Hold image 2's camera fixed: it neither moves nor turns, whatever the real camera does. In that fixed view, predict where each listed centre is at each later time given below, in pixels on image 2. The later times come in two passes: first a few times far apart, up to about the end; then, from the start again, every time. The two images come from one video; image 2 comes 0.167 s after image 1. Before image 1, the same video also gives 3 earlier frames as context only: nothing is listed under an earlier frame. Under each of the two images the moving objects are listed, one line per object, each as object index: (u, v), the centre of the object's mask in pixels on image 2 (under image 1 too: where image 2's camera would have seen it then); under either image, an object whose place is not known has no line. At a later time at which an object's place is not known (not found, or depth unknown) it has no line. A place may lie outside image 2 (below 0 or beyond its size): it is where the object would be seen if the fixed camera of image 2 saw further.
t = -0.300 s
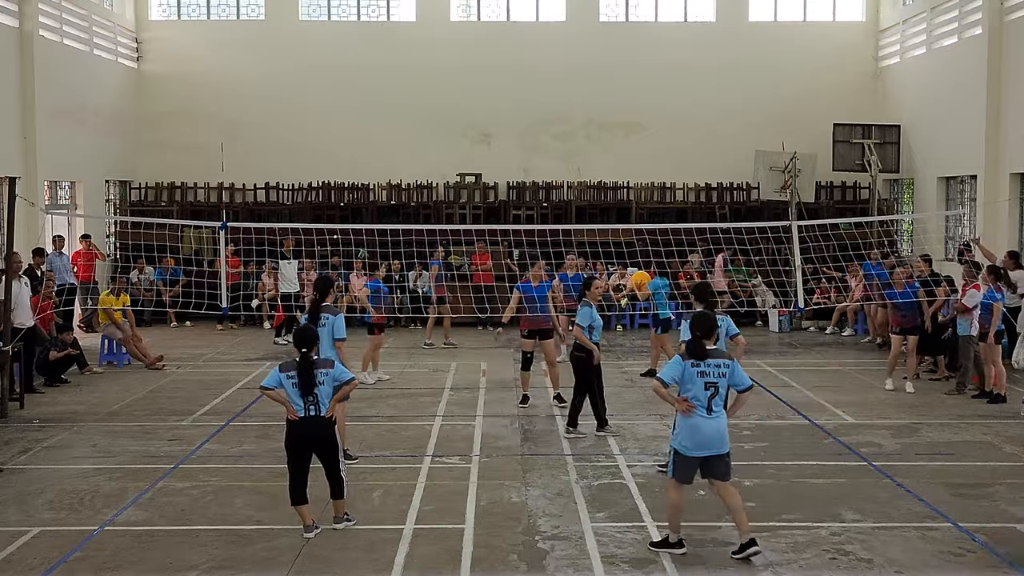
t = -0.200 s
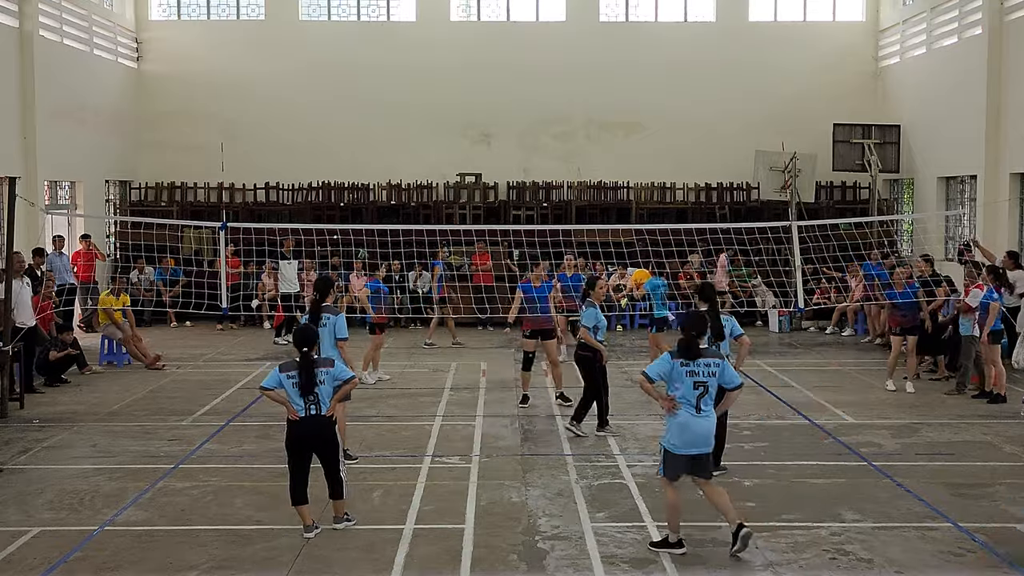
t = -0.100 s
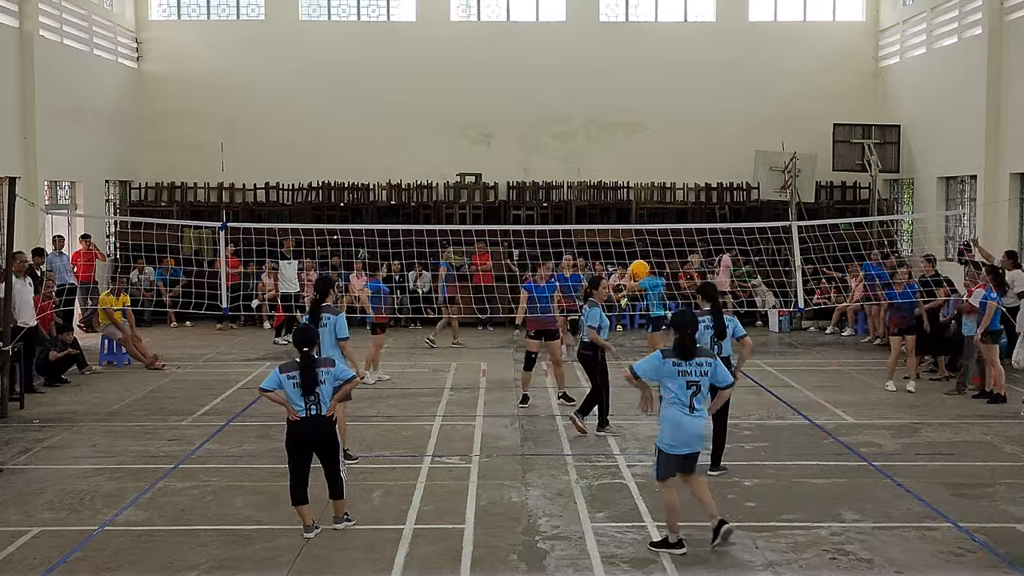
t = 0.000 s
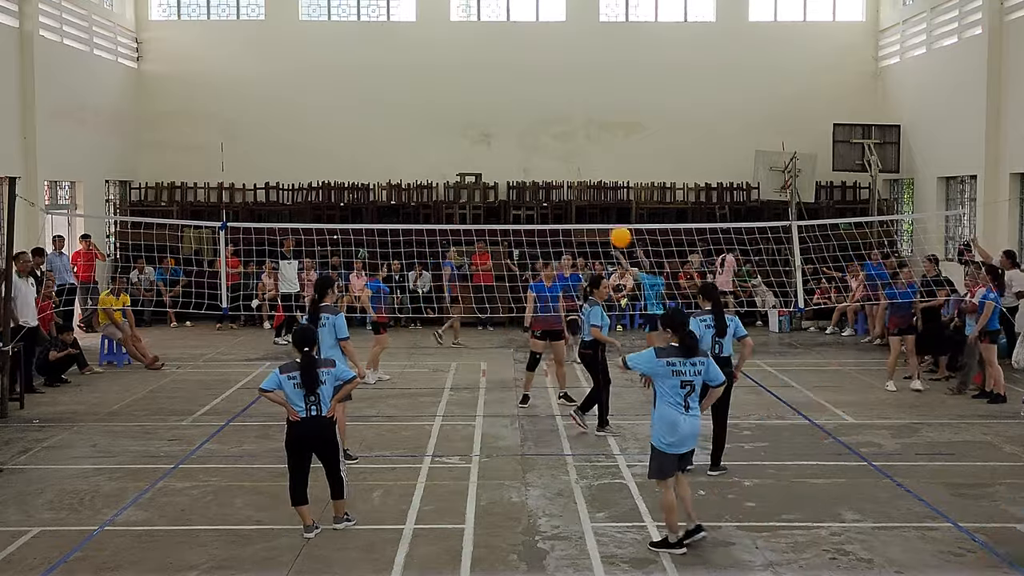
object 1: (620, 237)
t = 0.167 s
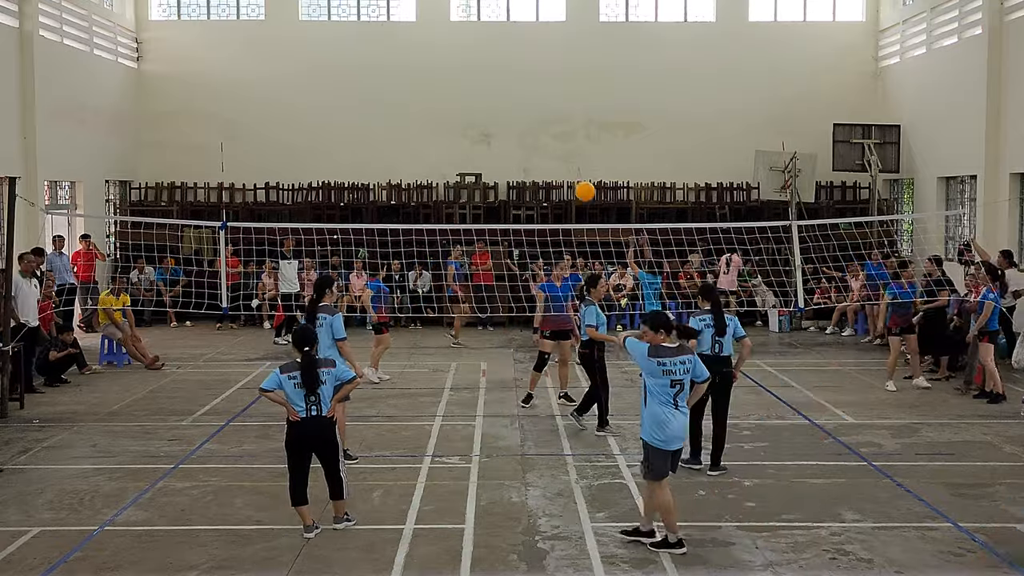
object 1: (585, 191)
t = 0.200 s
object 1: (578, 185)
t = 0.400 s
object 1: (541, 167)
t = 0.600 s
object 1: (508, 177)
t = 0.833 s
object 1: (474, 218)
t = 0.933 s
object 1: (462, 244)
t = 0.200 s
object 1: (578, 185)
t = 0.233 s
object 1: (572, 180)
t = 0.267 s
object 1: (565, 175)
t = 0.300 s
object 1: (559, 172)
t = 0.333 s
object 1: (553, 169)
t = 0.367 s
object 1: (546, 168)
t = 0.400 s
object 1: (541, 167)
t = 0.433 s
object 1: (535, 167)
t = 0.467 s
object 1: (529, 168)
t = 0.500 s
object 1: (524, 169)
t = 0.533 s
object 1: (519, 171)
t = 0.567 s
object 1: (512, 174)
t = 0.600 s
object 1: (508, 177)
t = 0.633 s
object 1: (503, 181)
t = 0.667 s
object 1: (497, 187)
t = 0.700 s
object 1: (492, 191)
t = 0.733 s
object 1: (488, 197)
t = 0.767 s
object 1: (483, 204)
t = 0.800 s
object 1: (479, 211)
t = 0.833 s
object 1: (474, 218)
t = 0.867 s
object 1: (470, 227)
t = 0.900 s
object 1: (466, 236)
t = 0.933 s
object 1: (462, 244)
